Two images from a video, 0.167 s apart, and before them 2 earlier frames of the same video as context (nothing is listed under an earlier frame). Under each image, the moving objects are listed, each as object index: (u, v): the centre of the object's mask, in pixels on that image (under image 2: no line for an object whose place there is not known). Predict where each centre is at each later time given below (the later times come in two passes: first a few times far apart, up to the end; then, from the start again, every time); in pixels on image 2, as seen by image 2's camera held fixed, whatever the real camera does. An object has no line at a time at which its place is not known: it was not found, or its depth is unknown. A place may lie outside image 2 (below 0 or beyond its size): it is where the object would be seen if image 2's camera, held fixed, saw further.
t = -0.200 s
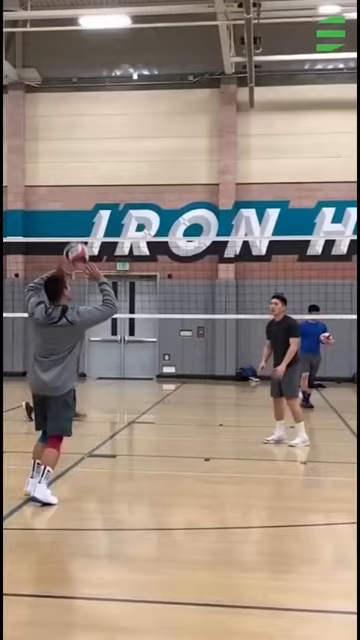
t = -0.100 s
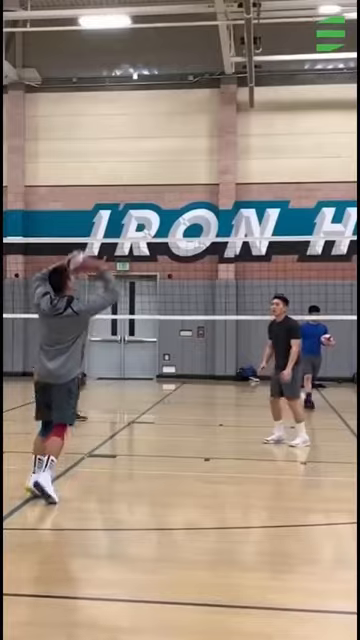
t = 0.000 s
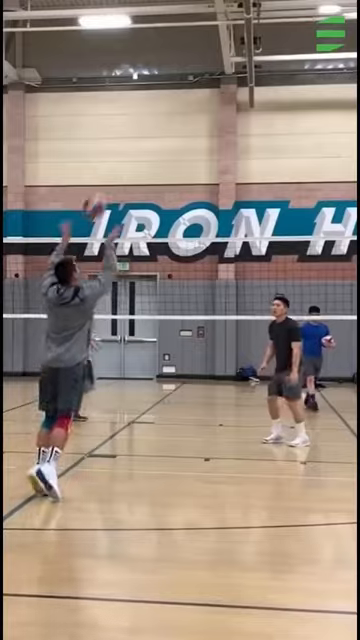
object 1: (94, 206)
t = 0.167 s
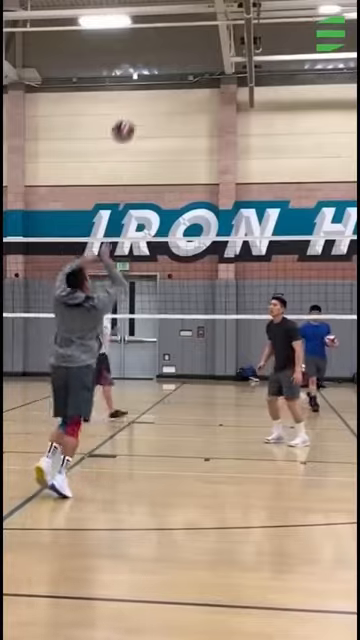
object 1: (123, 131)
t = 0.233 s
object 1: (133, 112)
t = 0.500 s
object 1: (170, 84)
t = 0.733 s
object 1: (195, 117)
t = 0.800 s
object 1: (202, 136)
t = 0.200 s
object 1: (128, 121)
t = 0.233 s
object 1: (133, 112)
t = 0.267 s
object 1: (138, 105)
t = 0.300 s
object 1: (143, 97)
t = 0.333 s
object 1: (148, 92)
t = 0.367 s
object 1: (152, 88)
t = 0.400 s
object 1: (157, 85)
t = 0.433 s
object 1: (162, 83)
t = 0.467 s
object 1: (165, 83)
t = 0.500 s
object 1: (170, 84)
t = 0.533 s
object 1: (173, 85)
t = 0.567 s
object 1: (178, 88)
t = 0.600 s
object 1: (182, 92)
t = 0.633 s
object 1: (185, 96)
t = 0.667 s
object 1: (188, 103)
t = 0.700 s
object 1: (192, 110)
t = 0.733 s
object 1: (195, 117)
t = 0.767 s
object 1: (199, 126)
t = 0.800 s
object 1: (202, 136)
